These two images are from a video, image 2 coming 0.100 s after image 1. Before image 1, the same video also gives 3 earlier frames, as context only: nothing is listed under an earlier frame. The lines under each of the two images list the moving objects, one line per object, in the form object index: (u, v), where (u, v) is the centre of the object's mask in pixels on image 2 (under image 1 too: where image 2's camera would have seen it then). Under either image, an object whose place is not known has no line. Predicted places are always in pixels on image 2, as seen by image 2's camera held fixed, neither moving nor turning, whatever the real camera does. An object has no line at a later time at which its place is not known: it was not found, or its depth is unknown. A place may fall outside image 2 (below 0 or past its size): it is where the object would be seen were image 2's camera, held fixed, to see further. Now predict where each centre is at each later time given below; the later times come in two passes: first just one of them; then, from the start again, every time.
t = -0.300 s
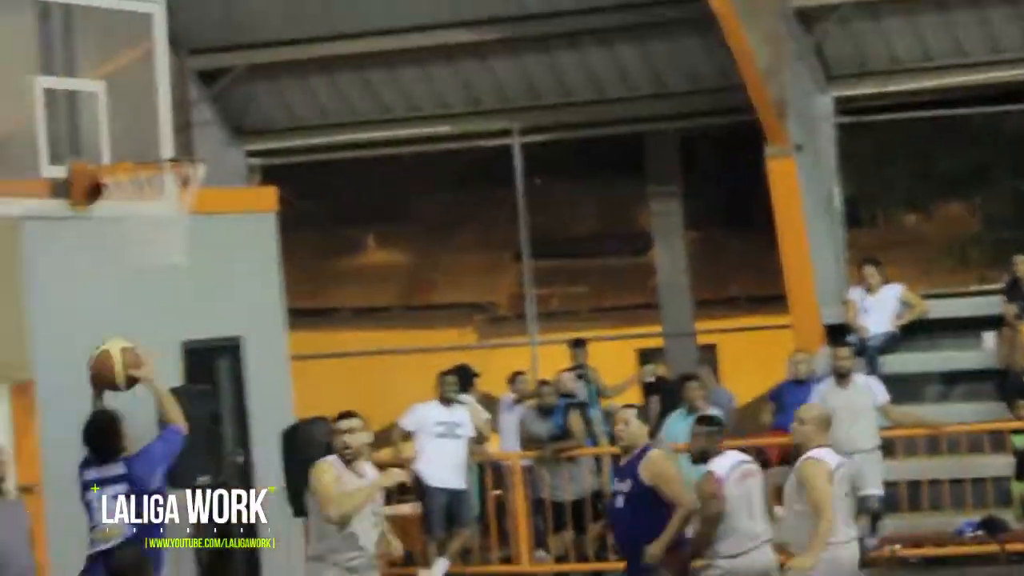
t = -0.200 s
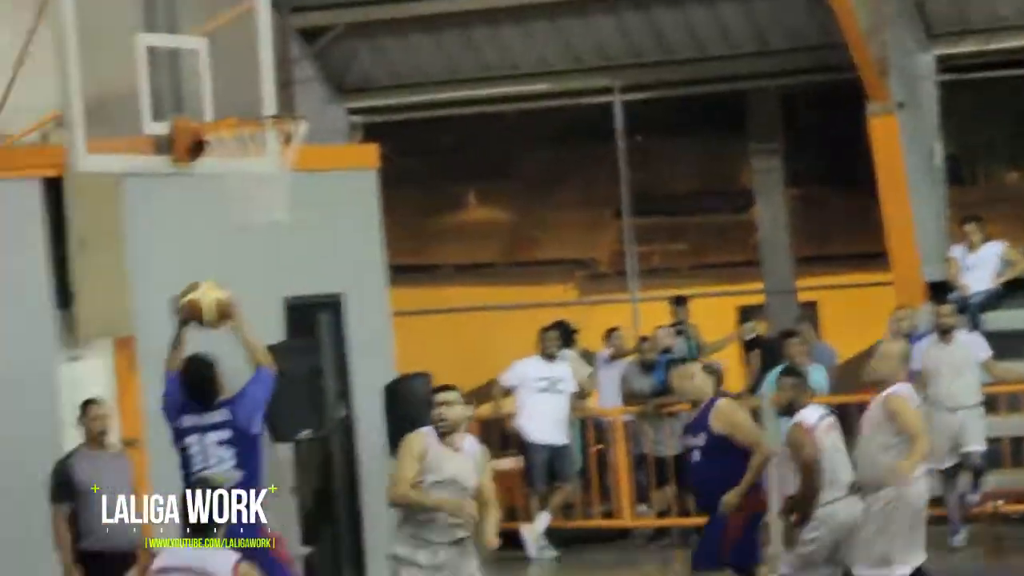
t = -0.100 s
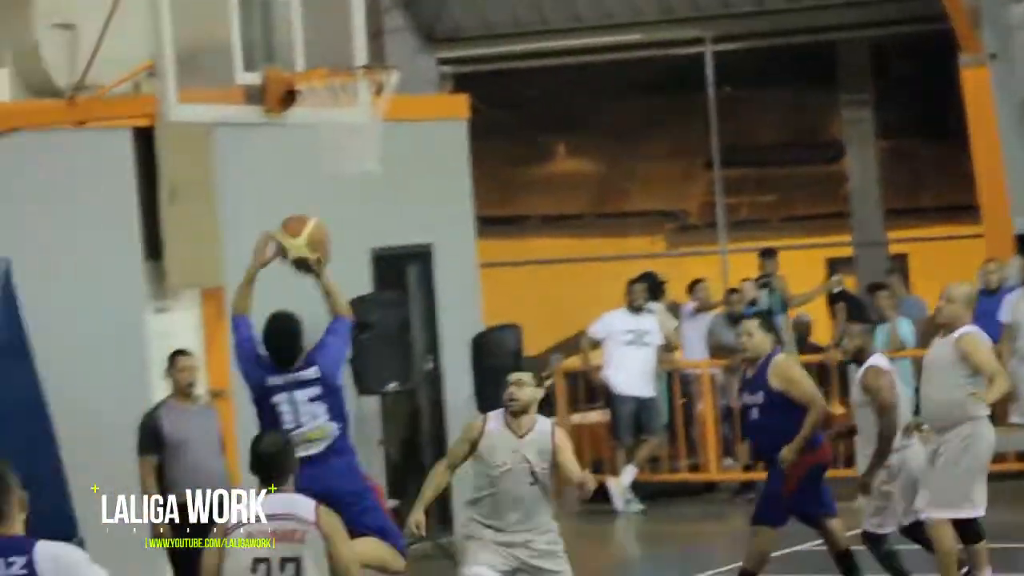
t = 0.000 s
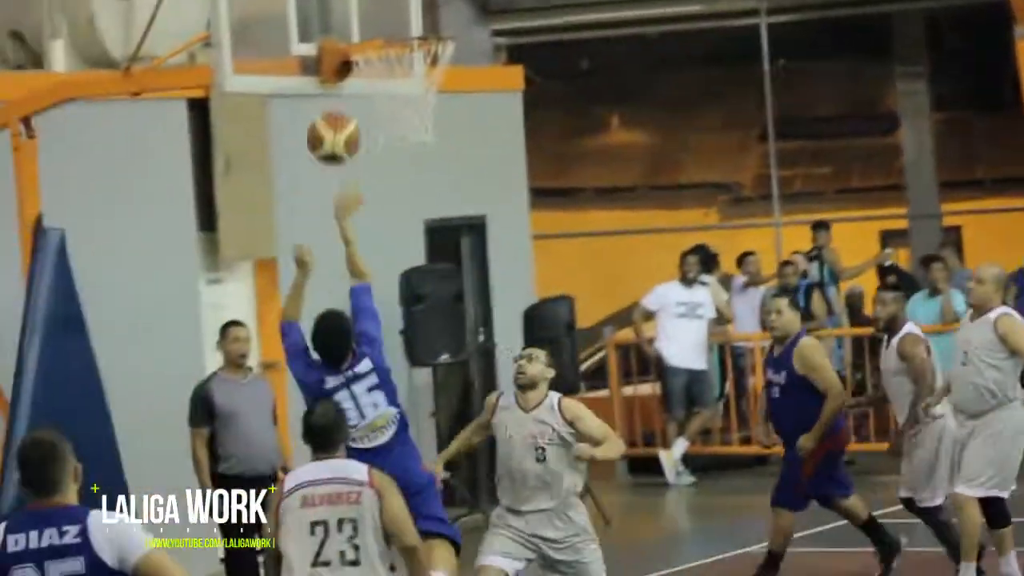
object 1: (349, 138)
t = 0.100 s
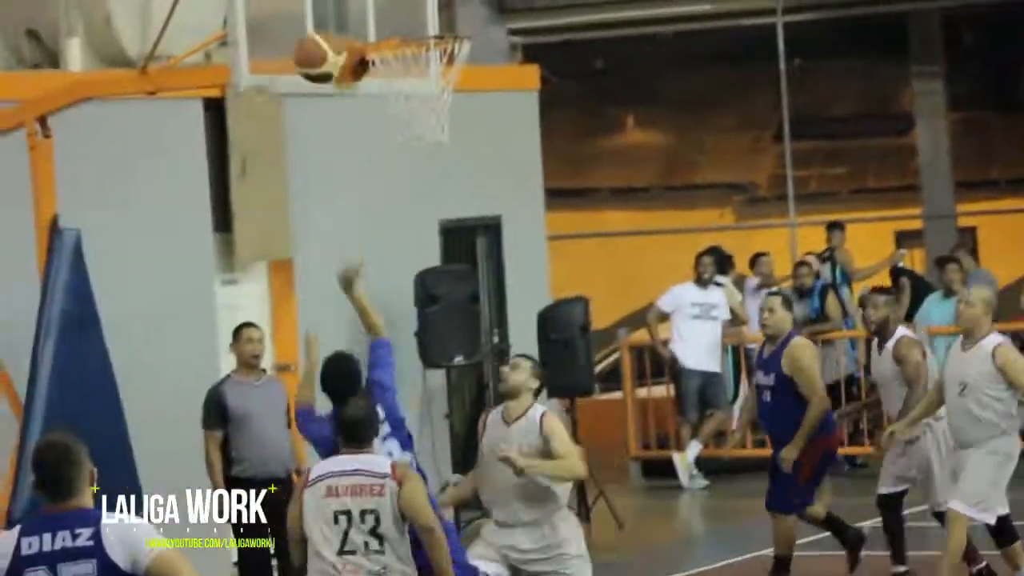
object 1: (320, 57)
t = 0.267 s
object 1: (327, -10)
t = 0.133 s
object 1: (310, 35)
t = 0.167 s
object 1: (302, 15)
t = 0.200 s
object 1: (304, 4)
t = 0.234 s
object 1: (315, -5)
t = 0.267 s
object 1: (327, -10)
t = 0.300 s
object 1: (337, -15)
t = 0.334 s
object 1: (347, -14)
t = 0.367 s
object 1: (359, -11)
